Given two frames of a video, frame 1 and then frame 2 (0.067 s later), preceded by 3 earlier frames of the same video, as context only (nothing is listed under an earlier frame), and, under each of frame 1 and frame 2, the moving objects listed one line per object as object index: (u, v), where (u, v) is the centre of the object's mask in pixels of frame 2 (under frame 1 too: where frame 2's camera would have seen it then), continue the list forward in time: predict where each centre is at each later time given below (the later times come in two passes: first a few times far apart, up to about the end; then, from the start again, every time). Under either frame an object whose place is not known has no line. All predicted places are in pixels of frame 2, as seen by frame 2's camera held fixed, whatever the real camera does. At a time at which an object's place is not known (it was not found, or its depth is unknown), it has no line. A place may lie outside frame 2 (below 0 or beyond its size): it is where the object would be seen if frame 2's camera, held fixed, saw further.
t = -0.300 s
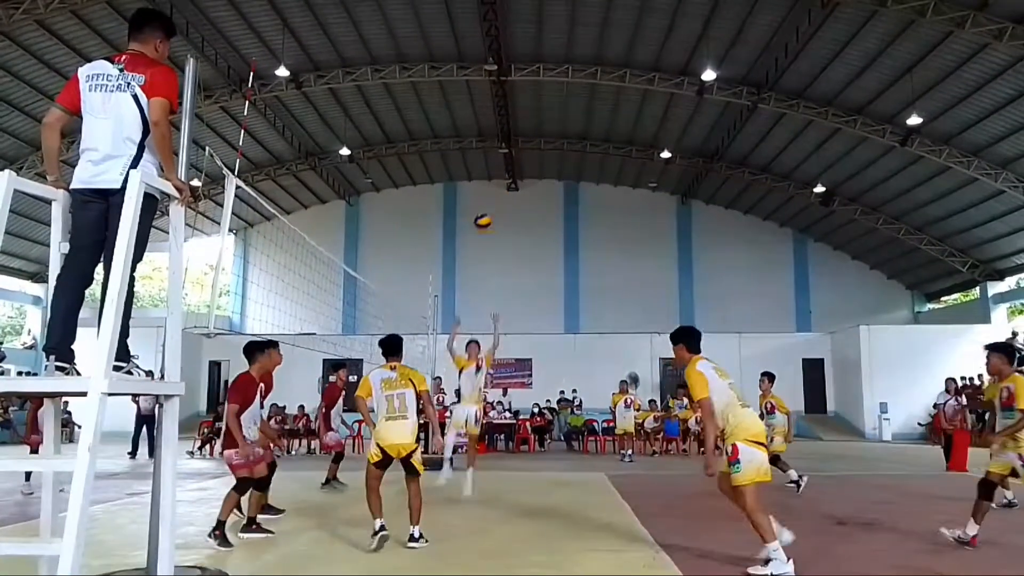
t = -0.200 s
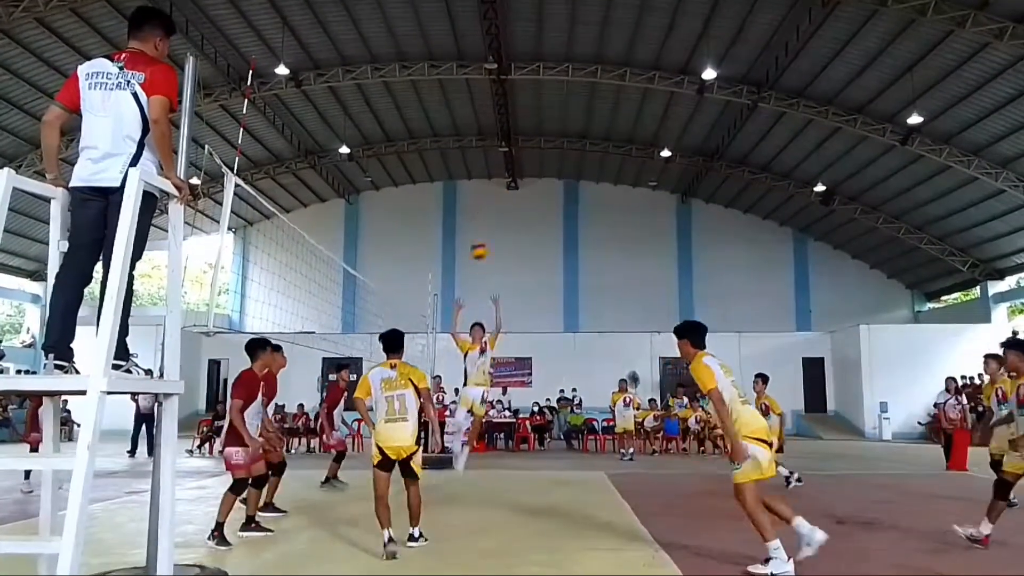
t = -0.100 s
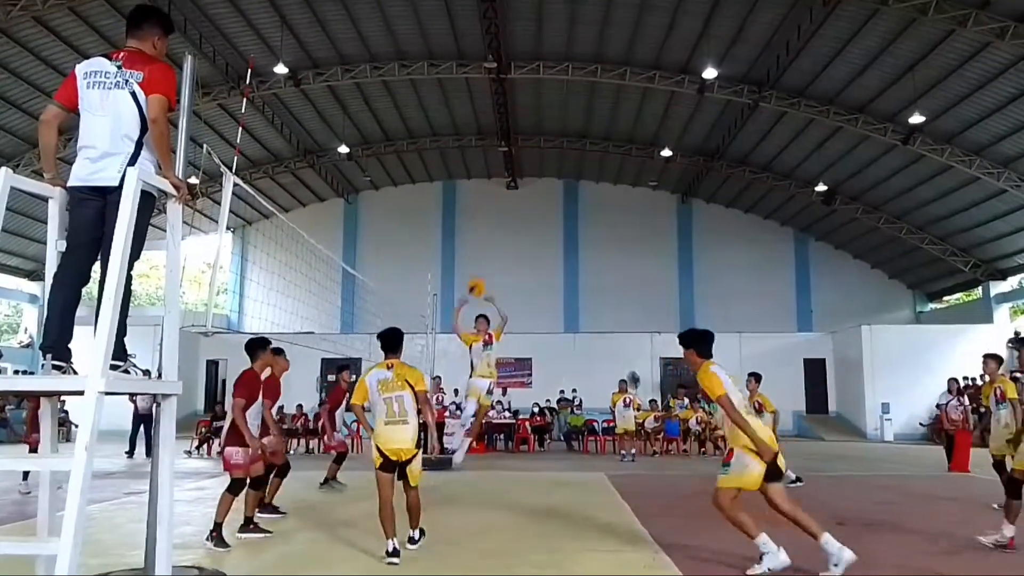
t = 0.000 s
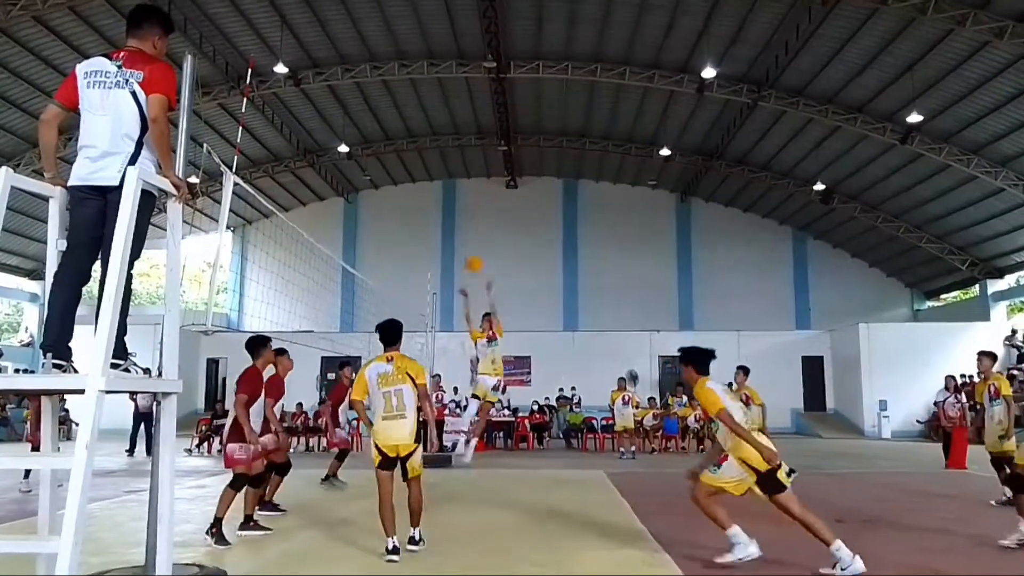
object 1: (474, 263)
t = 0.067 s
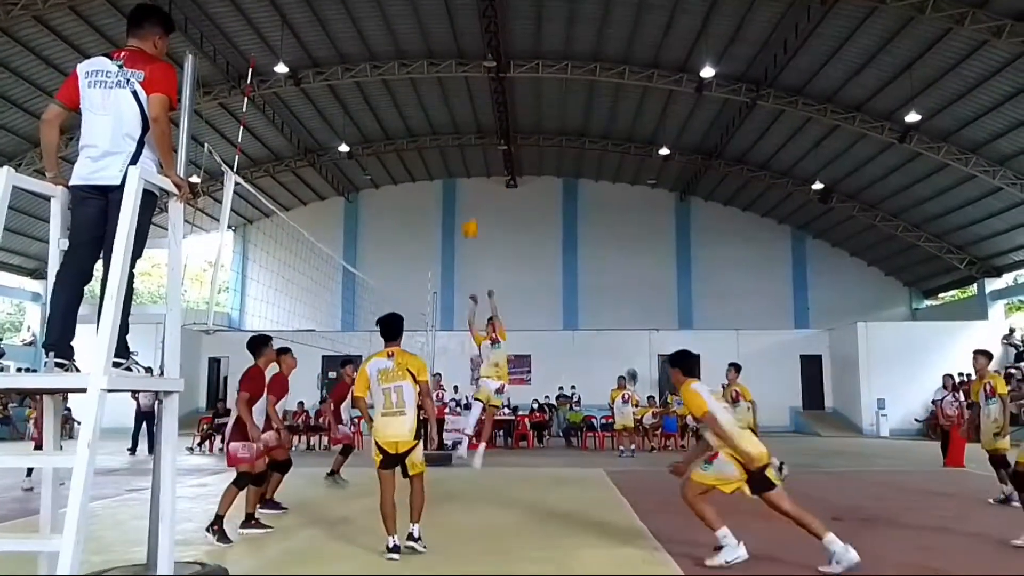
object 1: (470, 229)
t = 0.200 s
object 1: (466, 167)
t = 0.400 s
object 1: (456, 100)
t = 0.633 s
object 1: (447, 62)
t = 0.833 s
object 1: (437, 69)
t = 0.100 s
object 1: (470, 212)
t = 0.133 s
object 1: (469, 196)
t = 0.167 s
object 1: (467, 180)
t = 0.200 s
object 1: (466, 167)
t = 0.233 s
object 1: (464, 153)
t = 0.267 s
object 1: (462, 141)
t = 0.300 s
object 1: (461, 130)
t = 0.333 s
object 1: (459, 119)
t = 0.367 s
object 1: (458, 109)
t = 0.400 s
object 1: (456, 100)
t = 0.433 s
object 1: (456, 92)
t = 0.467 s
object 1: (454, 84)
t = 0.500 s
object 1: (453, 78)
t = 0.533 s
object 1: (452, 72)
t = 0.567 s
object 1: (450, 67)
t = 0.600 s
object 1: (449, 65)
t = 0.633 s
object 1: (447, 62)
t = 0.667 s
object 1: (446, 61)
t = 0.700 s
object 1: (445, 61)
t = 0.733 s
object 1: (443, 61)
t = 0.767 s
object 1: (441, 63)
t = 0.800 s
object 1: (439, 65)
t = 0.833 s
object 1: (437, 69)
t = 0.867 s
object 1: (435, 74)
